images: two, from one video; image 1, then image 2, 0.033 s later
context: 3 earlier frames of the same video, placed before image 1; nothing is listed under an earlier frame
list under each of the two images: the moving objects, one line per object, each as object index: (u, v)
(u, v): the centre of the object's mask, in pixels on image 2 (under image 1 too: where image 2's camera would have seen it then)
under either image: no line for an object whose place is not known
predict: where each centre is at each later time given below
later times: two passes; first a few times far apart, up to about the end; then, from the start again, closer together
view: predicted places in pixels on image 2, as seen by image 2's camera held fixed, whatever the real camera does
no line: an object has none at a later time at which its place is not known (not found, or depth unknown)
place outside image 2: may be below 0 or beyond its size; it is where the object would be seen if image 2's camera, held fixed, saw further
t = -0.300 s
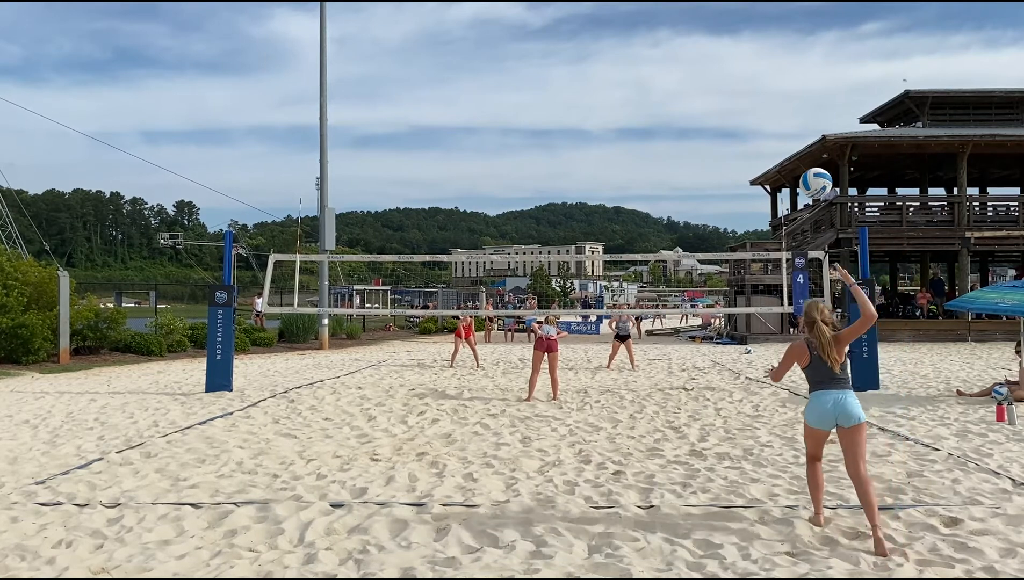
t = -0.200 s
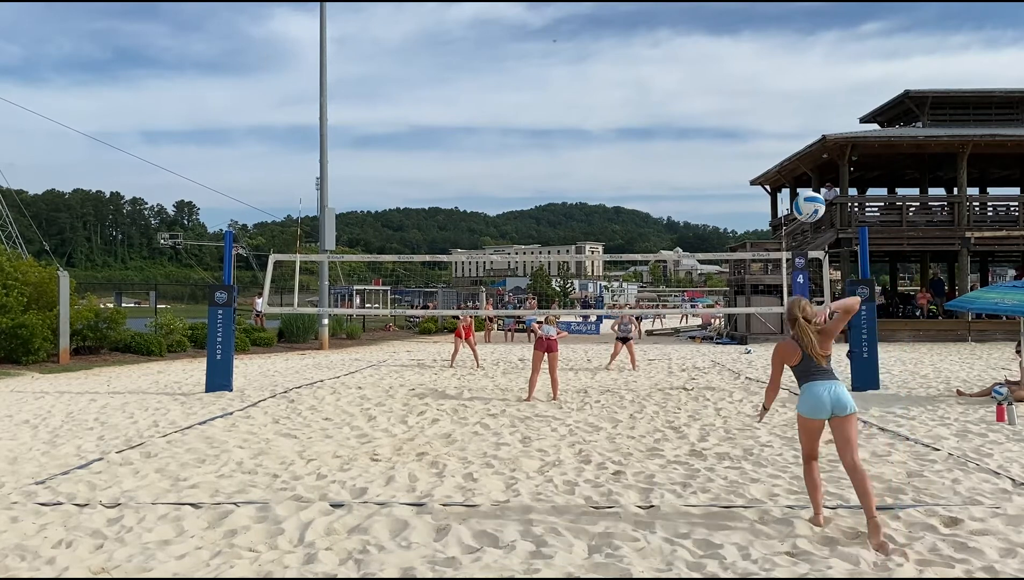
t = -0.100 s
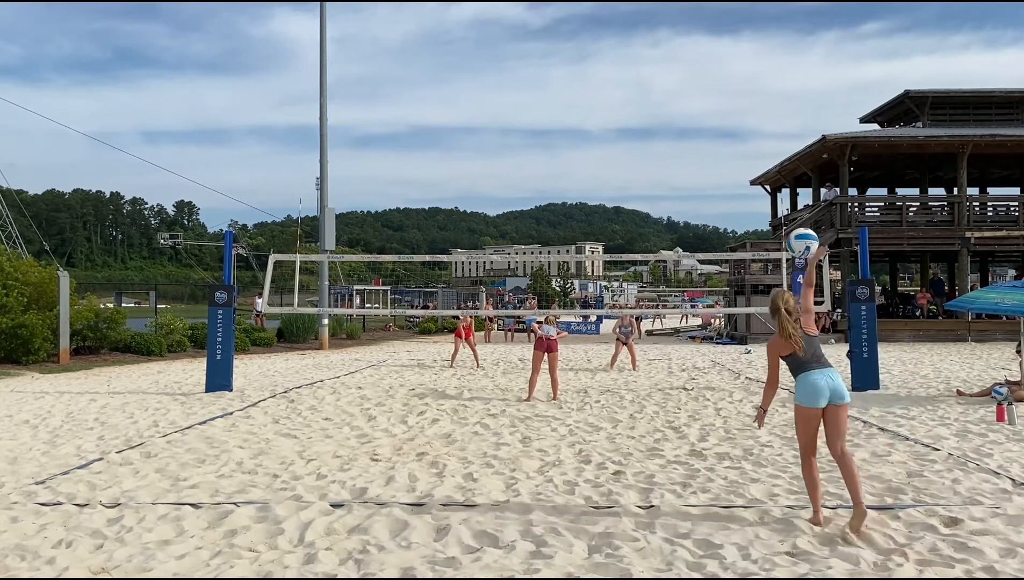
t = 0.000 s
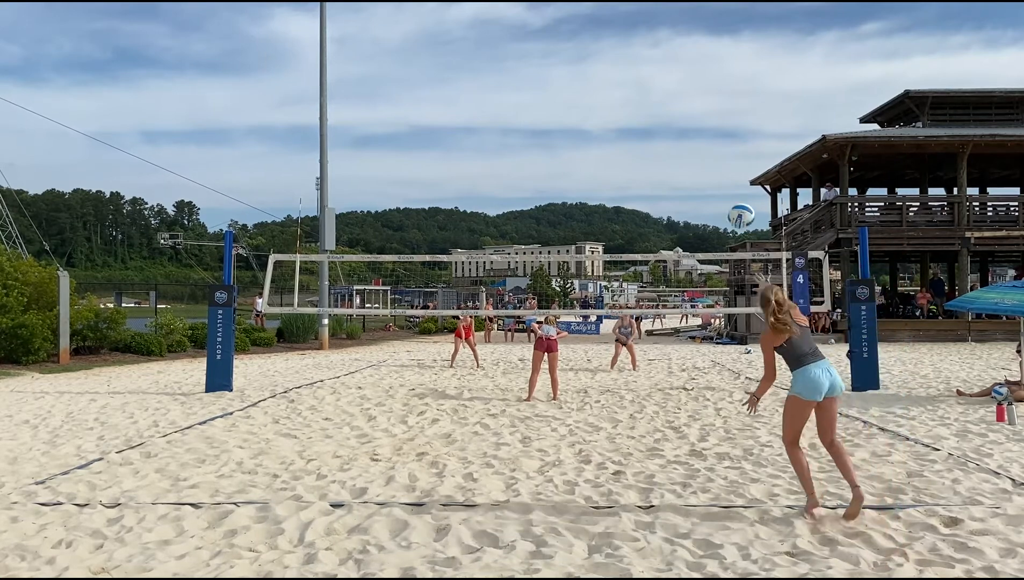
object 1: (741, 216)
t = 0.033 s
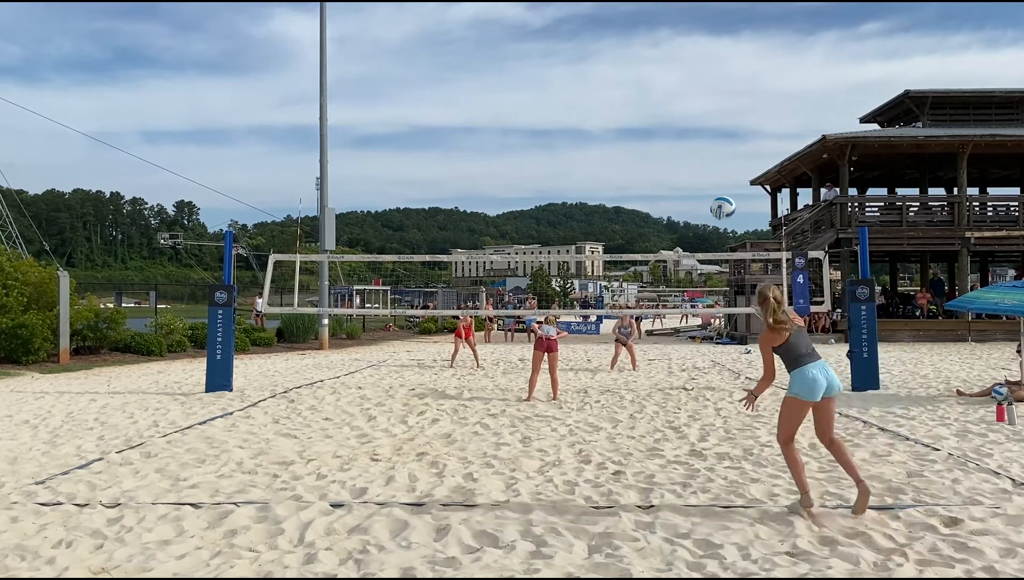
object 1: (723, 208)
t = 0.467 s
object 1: (592, 210)
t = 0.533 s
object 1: (582, 221)
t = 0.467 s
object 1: (592, 210)
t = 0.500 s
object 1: (587, 215)
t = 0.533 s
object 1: (582, 221)
